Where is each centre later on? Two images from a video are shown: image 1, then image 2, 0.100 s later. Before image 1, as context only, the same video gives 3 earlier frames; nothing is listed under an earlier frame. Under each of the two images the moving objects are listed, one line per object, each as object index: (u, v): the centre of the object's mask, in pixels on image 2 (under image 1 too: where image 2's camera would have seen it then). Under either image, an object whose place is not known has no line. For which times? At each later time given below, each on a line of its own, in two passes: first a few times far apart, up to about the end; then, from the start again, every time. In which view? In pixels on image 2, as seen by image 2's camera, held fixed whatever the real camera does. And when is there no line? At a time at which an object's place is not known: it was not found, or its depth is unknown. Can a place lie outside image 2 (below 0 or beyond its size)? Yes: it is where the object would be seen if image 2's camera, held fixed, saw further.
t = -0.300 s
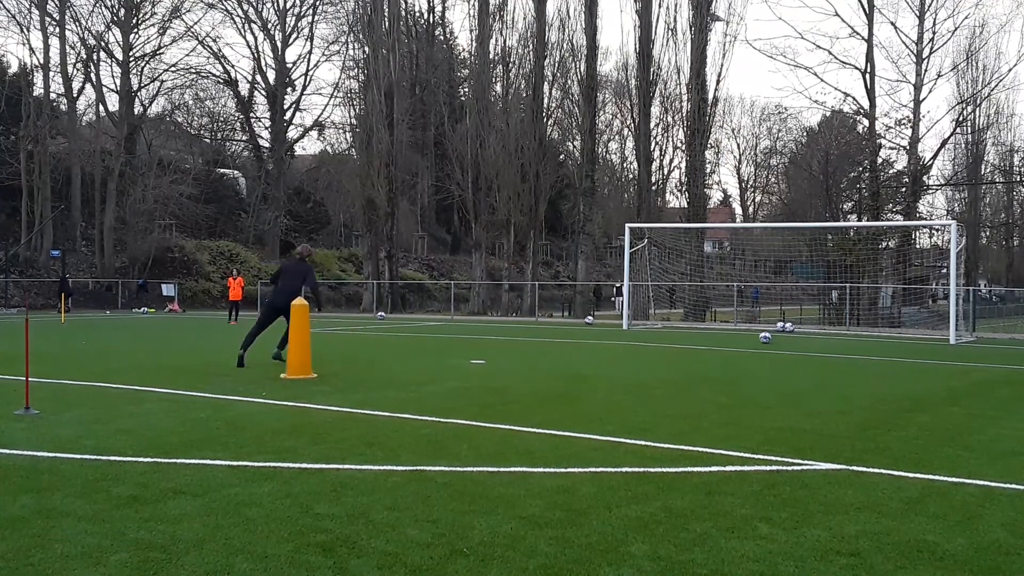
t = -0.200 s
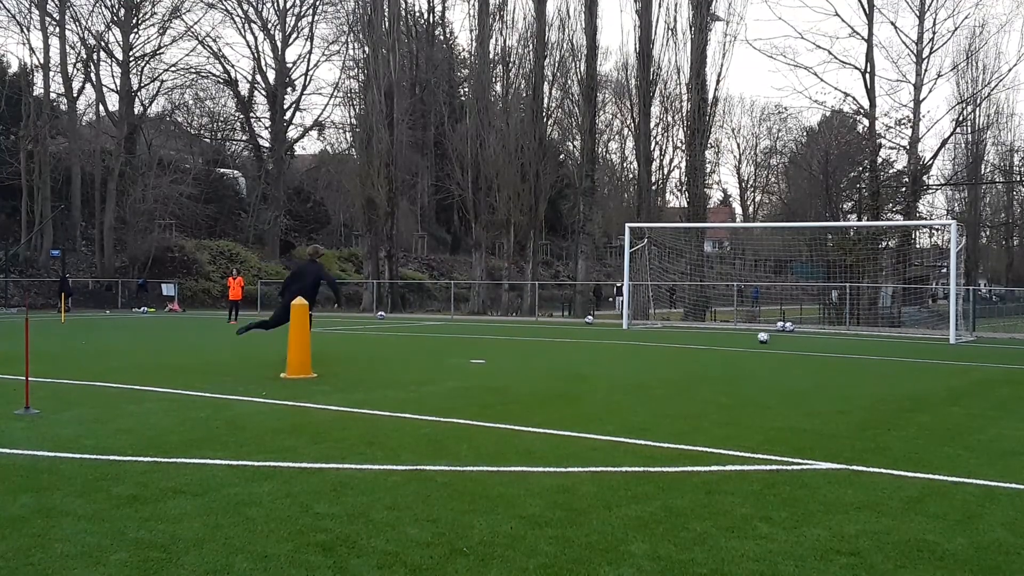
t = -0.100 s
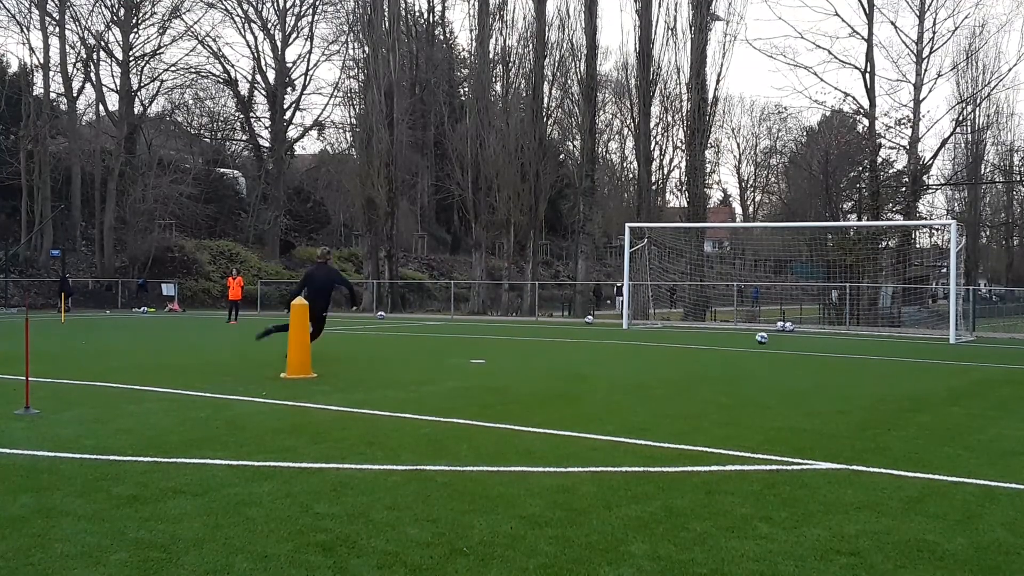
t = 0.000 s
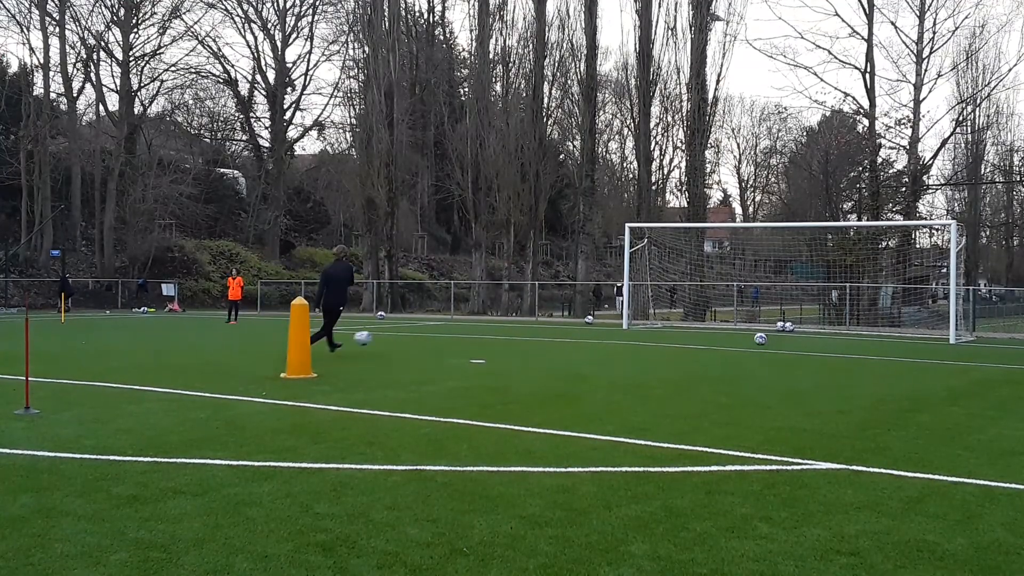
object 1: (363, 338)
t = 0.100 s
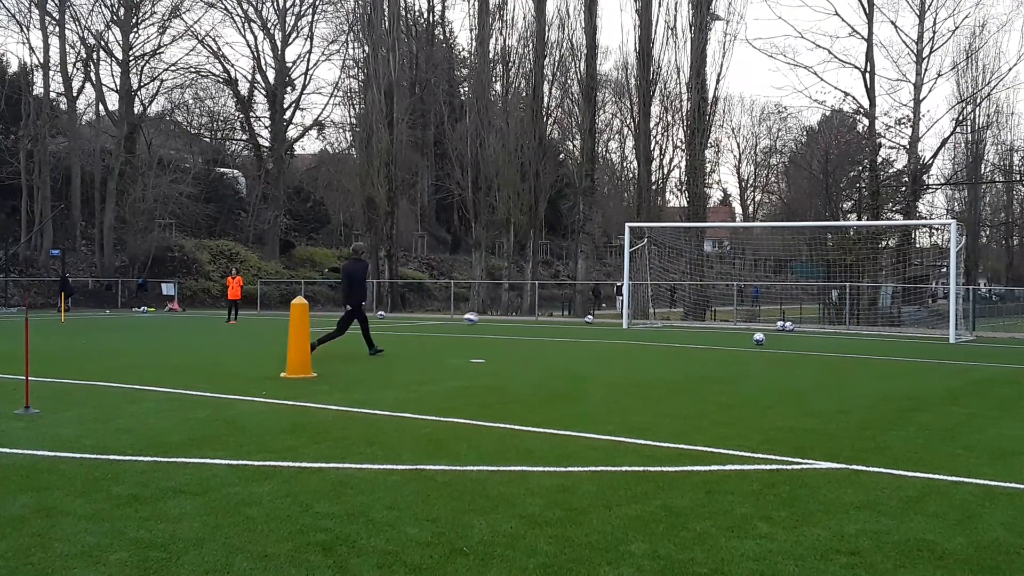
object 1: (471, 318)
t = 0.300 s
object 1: (651, 296)
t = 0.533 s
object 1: (821, 290)
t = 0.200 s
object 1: (566, 305)
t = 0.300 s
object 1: (651, 296)
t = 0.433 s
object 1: (752, 291)
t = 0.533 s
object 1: (821, 290)
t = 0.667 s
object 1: (903, 293)
